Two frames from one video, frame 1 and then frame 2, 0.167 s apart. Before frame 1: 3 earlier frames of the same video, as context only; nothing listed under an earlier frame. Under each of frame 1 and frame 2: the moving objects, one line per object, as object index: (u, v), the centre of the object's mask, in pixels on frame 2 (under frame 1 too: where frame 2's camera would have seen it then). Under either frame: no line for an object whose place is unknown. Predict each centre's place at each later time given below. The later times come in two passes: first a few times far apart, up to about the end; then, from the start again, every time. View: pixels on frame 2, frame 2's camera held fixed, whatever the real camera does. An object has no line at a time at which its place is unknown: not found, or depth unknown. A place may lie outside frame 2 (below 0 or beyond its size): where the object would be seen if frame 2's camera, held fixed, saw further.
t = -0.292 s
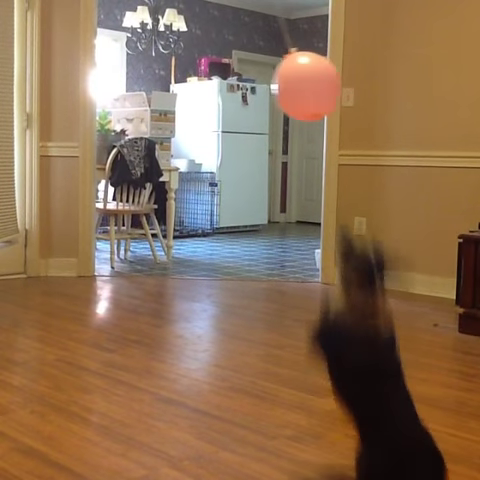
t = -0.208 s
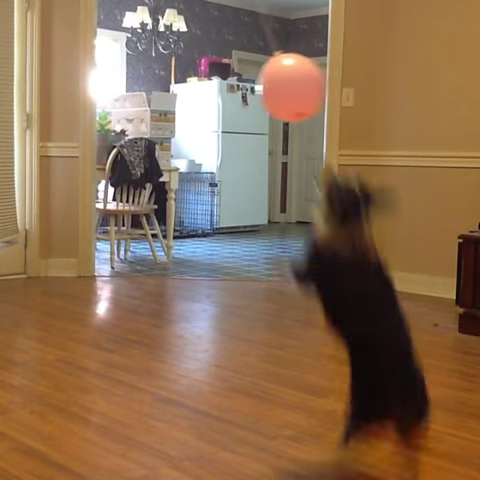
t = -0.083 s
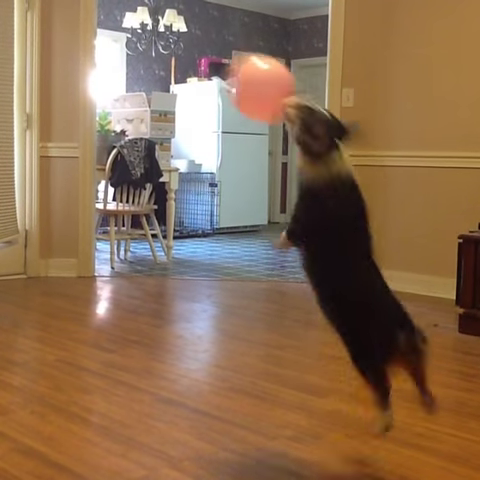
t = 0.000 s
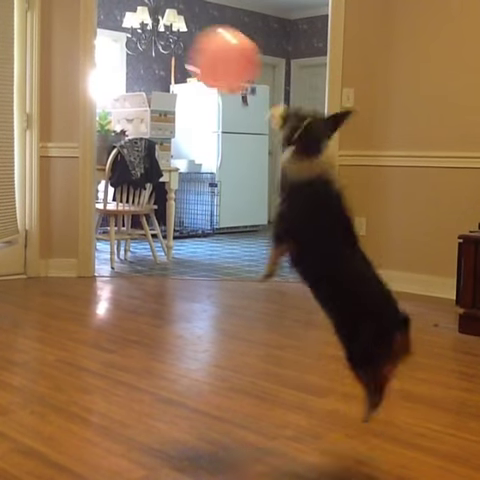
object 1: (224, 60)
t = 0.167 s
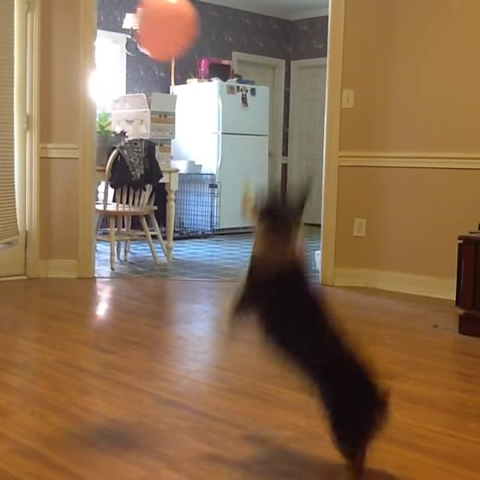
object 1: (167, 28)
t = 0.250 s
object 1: (142, 23)
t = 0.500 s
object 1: (103, 37)
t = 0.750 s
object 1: (103, 80)
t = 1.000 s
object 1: (153, 85)
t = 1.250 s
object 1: (187, 115)
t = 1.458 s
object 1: (215, 105)
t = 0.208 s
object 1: (154, 24)
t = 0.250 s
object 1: (142, 23)
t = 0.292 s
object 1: (133, 21)
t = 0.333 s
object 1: (126, 21)
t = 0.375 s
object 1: (118, 23)
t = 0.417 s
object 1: (112, 25)
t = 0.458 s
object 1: (107, 29)
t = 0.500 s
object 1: (103, 37)
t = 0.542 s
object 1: (99, 45)
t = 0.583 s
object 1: (95, 56)
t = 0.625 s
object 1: (91, 68)
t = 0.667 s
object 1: (91, 79)
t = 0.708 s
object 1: (94, 83)
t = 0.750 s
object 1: (103, 80)
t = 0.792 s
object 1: (113, 79)
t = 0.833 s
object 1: (123, 78)
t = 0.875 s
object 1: (133, 78)
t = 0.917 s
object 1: (140, 80)
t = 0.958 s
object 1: (146, 82)
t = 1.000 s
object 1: (153, 85)
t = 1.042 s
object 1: (159, 89)
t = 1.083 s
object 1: (165, 95)
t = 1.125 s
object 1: (171, 101)
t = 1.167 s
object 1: (176, 108)
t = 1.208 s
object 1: (182, 113)
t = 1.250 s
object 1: (187, 115)
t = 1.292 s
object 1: (193, 113)
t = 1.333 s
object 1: (199, 109)
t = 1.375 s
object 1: (205, 107)
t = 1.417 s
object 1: (210, 105)
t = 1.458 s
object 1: (215, 105)
